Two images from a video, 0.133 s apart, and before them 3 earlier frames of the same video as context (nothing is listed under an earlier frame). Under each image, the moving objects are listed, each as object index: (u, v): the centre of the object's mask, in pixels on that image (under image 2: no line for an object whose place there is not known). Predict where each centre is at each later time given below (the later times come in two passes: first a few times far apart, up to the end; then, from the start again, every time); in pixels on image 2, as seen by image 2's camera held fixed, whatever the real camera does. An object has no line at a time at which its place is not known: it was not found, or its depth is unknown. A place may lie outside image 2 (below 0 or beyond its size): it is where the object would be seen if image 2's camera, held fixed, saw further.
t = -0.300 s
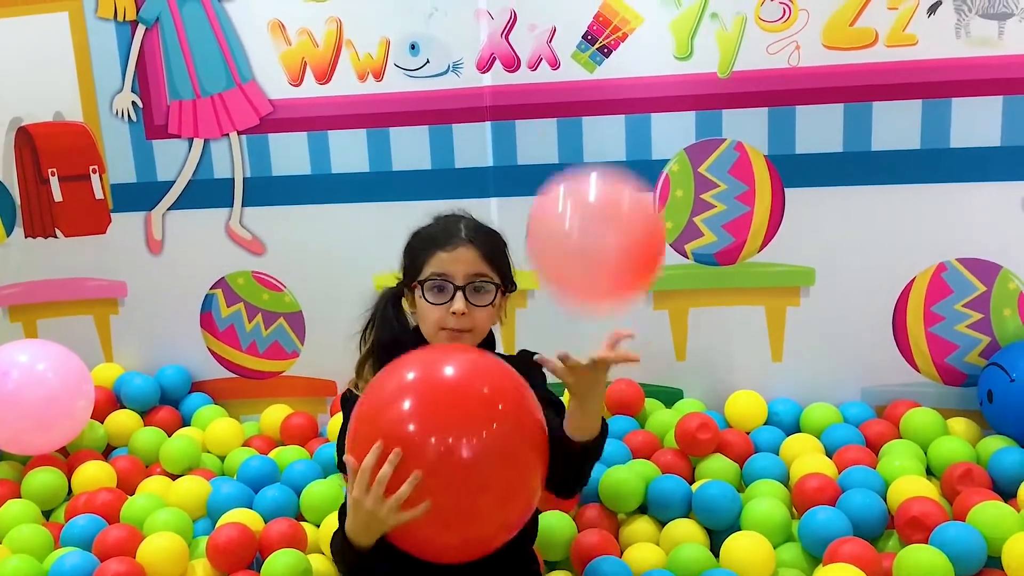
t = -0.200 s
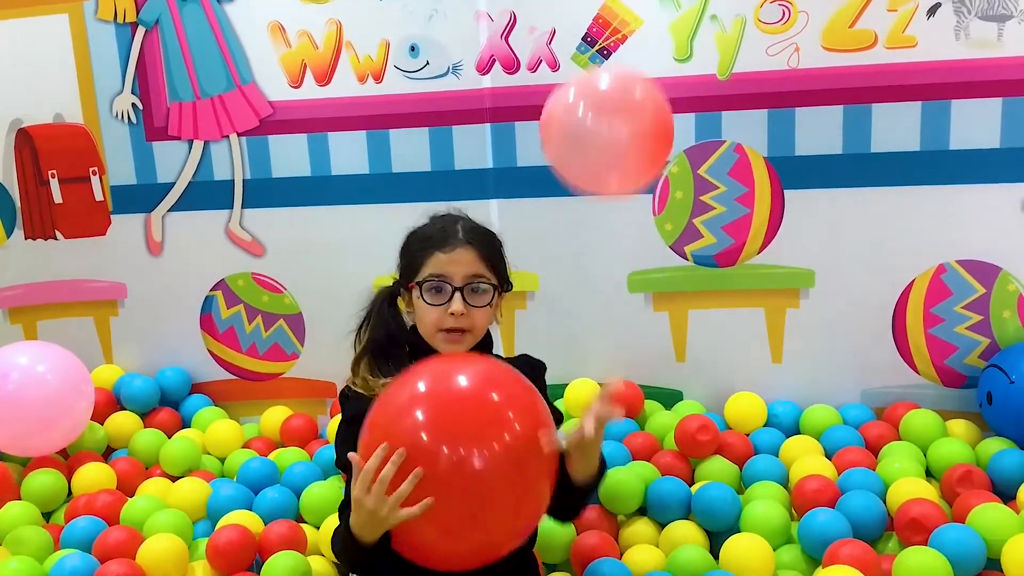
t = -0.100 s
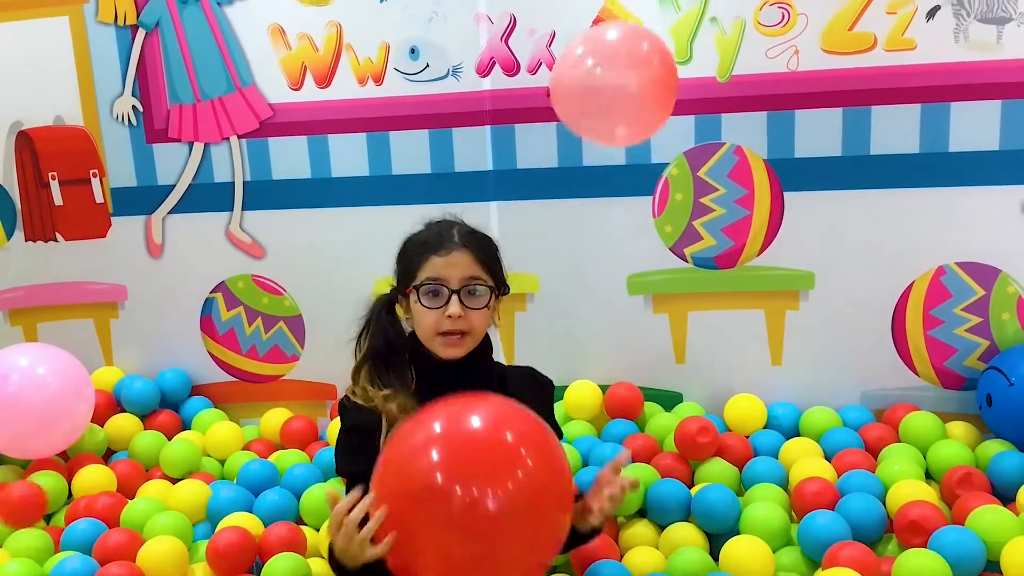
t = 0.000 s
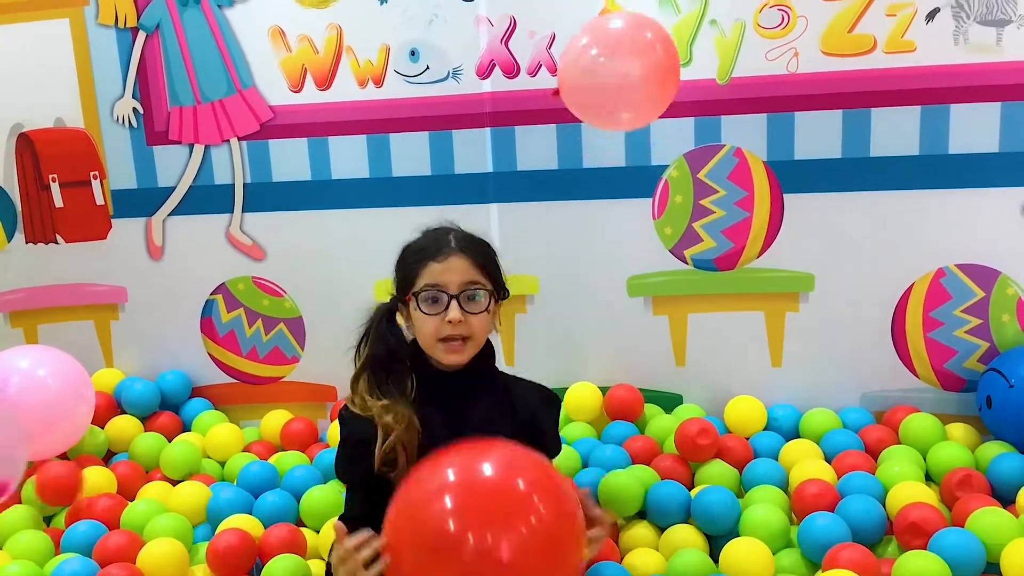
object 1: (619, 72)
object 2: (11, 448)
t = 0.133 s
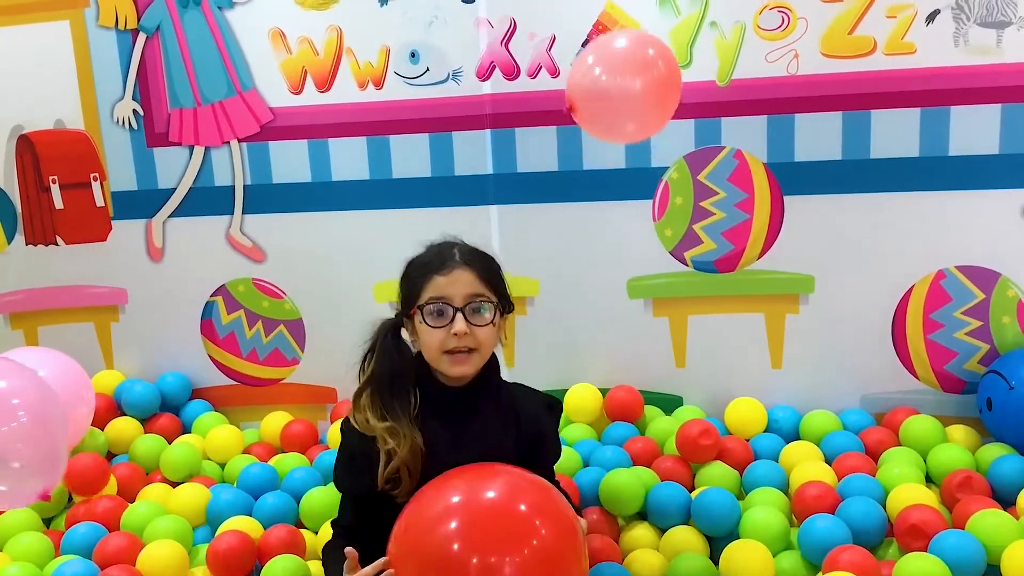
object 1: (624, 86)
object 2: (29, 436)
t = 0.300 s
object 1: (632, 144)
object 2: (52, 449)
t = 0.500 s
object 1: (645, 260)
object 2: (95, 499)
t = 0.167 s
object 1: (626, 95)
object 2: (33, 437)
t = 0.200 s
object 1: (627, 105)
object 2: (38, 438)
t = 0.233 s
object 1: (628, 116)
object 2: (43, 441)
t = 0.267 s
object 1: (630, 130)
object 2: (47, 444)
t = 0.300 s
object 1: (632, 144)
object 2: (52, 449)
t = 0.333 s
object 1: (634, 160)
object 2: (57, 455)
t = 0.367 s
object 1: (636, 179)
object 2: (63, 463)
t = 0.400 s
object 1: (638, 197)
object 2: (71, 472)
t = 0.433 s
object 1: (640, 217)
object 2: (77, 479)
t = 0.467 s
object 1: (642, 237)
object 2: (86, 489)
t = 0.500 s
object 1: (645, 260)
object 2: (95, 499)
